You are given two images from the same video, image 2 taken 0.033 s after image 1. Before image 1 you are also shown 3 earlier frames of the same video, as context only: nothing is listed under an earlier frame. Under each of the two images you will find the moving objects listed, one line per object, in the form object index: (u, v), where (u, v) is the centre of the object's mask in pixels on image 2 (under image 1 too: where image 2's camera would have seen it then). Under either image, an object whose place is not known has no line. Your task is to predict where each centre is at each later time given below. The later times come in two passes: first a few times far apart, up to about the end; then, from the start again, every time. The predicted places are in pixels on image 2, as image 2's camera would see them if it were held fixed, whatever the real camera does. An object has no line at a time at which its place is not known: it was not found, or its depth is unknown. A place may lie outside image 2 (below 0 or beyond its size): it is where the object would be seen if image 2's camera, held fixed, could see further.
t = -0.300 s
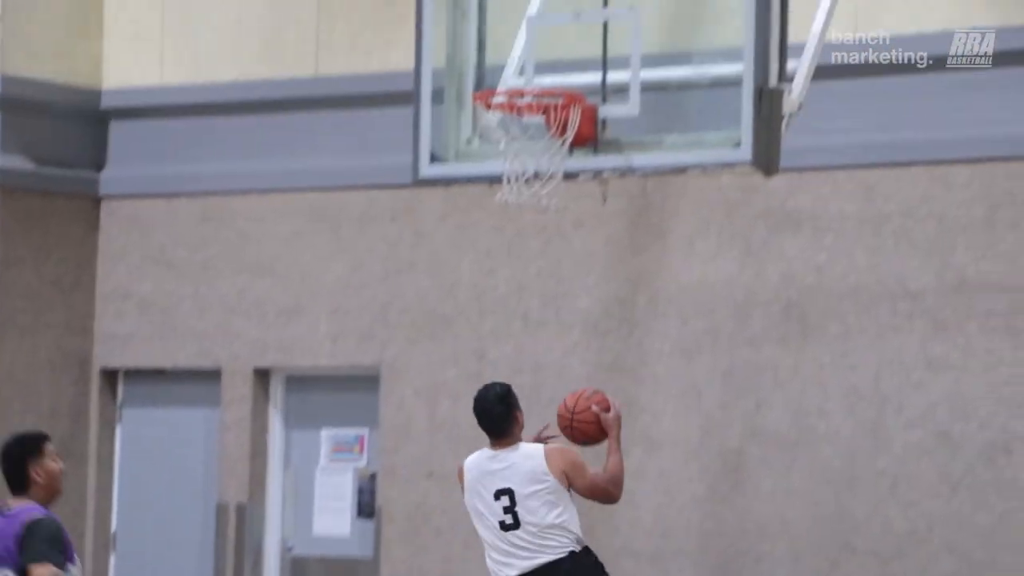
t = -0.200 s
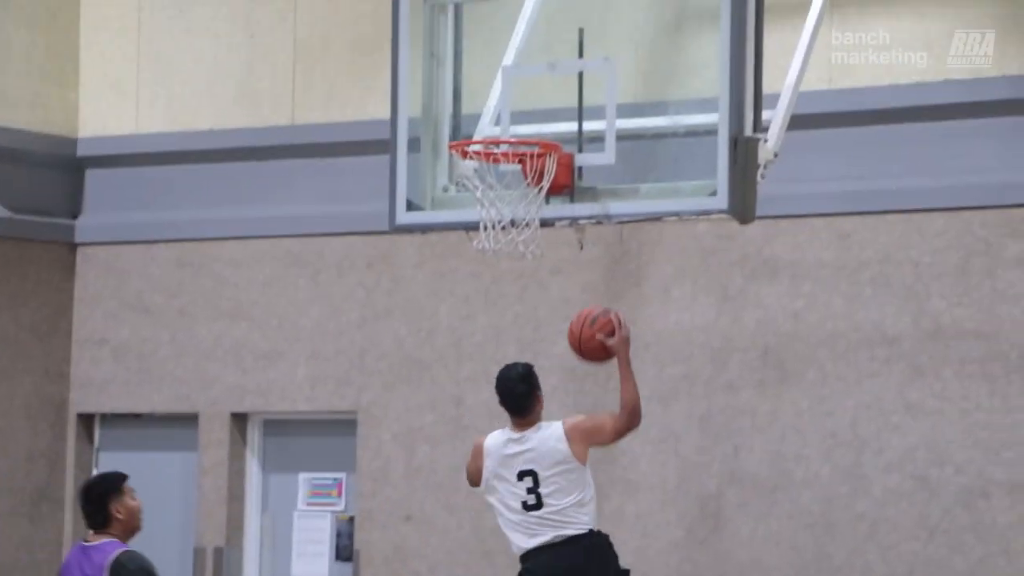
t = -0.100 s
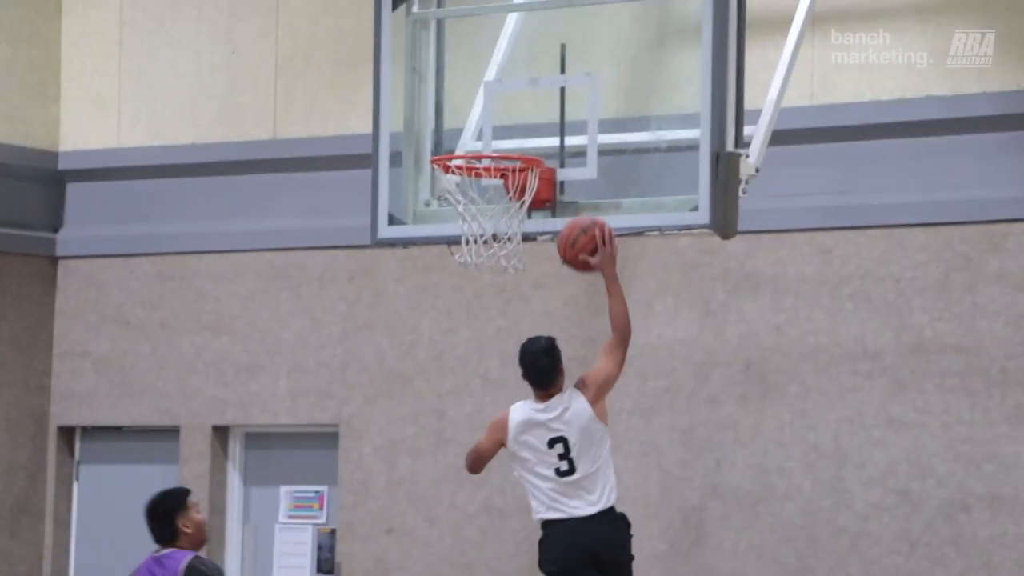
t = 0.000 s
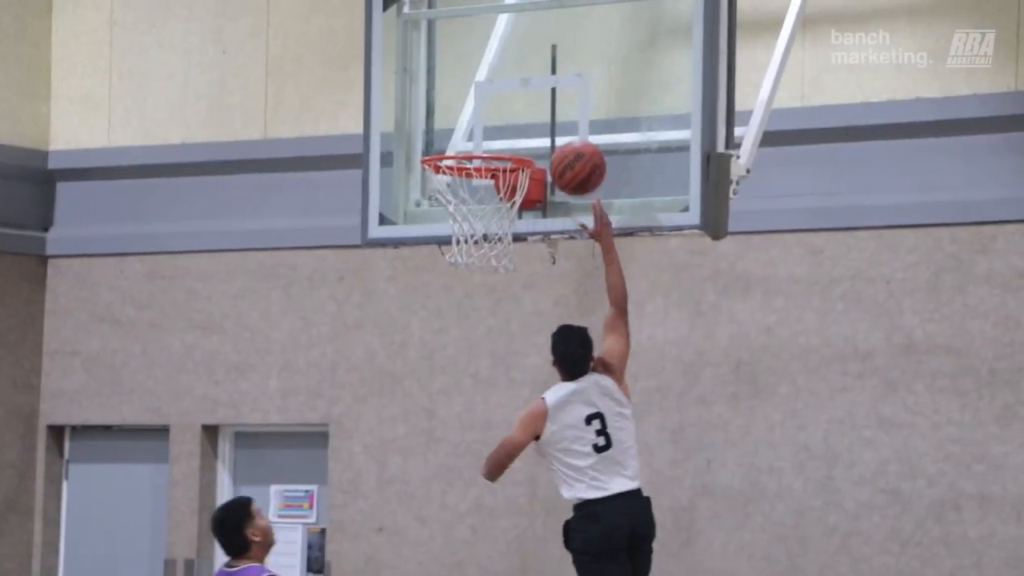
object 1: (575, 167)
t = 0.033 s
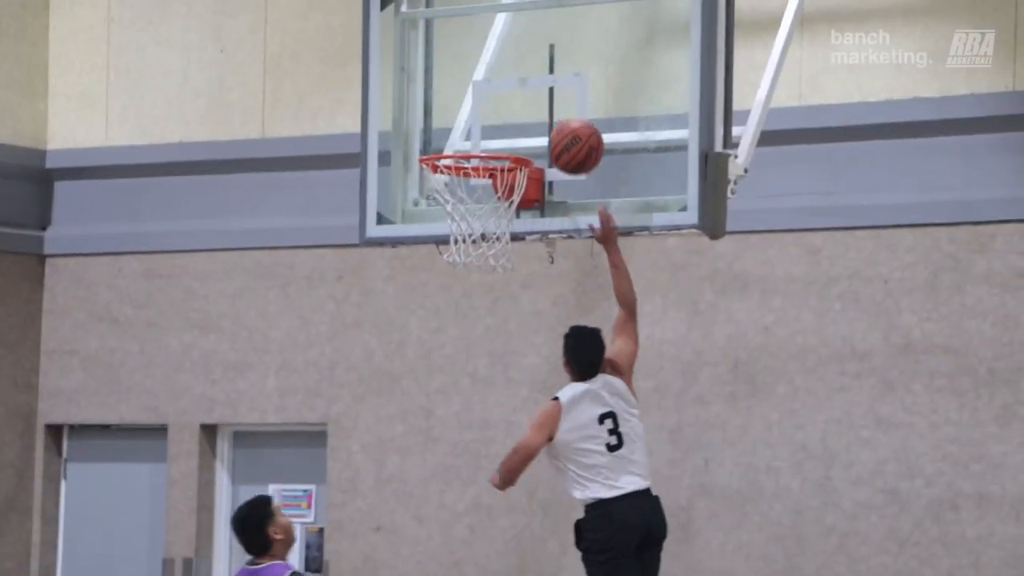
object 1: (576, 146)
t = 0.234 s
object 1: (551, 88)
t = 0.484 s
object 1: (474, 130)
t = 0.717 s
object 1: (459, 139)
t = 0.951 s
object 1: (488, 185)
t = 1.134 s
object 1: (464, 254)
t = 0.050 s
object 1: (576, 137)
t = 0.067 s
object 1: (576, 129)
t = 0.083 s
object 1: (576, 121)
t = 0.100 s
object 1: (576, 114)
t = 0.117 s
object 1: (576, 108)
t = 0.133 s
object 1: (576, 102)
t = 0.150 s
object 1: (576, 97)
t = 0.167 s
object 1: (574, 94)
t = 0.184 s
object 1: (568, 92)
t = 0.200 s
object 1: (563, 90)
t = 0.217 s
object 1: (557, 89)
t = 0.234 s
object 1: (551, 88)
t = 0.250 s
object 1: (546, 89)
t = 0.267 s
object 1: (540, 89)
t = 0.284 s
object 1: (535, 90)
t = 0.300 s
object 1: (529, 92)
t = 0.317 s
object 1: (523, 95)
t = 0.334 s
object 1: (518, 98)
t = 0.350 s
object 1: (512, 102)
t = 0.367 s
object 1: (506, 106)
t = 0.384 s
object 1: (500, 111)
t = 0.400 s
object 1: (494, 117)
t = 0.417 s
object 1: (488, 123)
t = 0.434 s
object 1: (483, 129)
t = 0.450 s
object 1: (479, 132)
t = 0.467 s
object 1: (476, 130)
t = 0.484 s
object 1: (474, 130)
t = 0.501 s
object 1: (471, 128)
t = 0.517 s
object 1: (468, 128)
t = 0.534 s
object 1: (466, 128)
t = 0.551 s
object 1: (463, 129)
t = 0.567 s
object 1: (461, 129)
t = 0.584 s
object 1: (458, 131)
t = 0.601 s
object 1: (455, 133)
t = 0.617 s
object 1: (452, 135)
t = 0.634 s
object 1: (450, 138)
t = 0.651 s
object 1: (447, 140)
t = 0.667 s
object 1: (446, 141)
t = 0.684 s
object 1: (450, 140)
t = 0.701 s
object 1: (456, 139)
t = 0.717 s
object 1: (459, 139)
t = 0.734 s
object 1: (464, 140)
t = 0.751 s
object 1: (469, 140)
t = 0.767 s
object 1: (474, 140)
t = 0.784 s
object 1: (479, 148)
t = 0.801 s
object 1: (482, 150)
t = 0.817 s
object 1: (490, 160)
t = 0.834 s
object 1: (493, 163)
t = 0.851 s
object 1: (495, 166)
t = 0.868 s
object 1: (494, 168)
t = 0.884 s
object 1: (493, 170)
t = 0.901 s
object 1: (492, 173)
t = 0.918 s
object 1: (490, 178)
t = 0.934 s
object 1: (489, 182)
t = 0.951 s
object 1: (488, 185)
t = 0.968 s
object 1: (486, 190)
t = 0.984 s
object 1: (484, 197)
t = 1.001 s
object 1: (481, 204)
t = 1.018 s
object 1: (479, 211)
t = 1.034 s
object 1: (476, 217)
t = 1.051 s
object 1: (474, 223)
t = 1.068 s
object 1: (472, 227)
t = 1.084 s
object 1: (469, 232)
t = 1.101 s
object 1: (467, 236)
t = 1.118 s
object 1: (465, 241)
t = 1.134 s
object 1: (464, 254)
